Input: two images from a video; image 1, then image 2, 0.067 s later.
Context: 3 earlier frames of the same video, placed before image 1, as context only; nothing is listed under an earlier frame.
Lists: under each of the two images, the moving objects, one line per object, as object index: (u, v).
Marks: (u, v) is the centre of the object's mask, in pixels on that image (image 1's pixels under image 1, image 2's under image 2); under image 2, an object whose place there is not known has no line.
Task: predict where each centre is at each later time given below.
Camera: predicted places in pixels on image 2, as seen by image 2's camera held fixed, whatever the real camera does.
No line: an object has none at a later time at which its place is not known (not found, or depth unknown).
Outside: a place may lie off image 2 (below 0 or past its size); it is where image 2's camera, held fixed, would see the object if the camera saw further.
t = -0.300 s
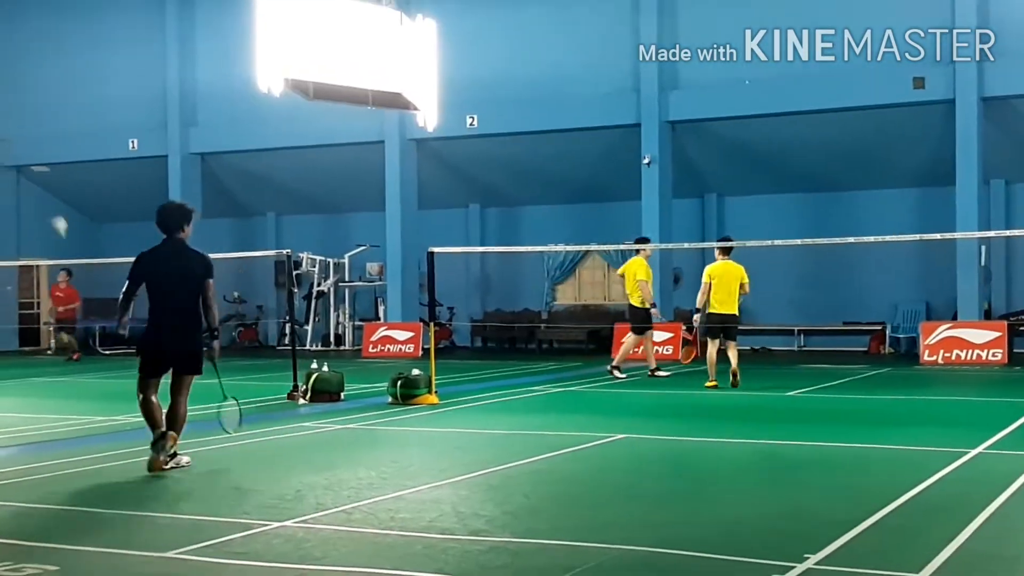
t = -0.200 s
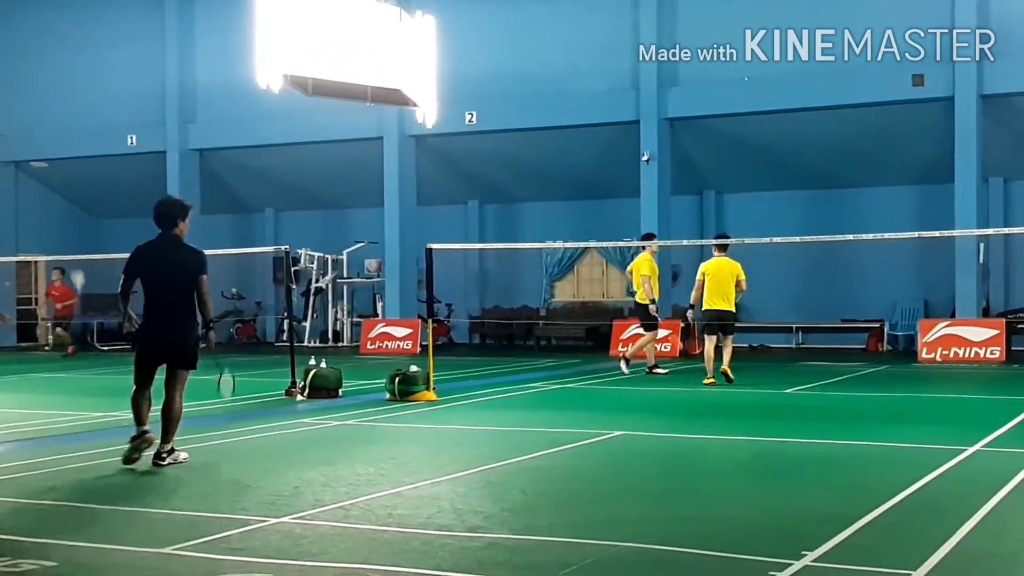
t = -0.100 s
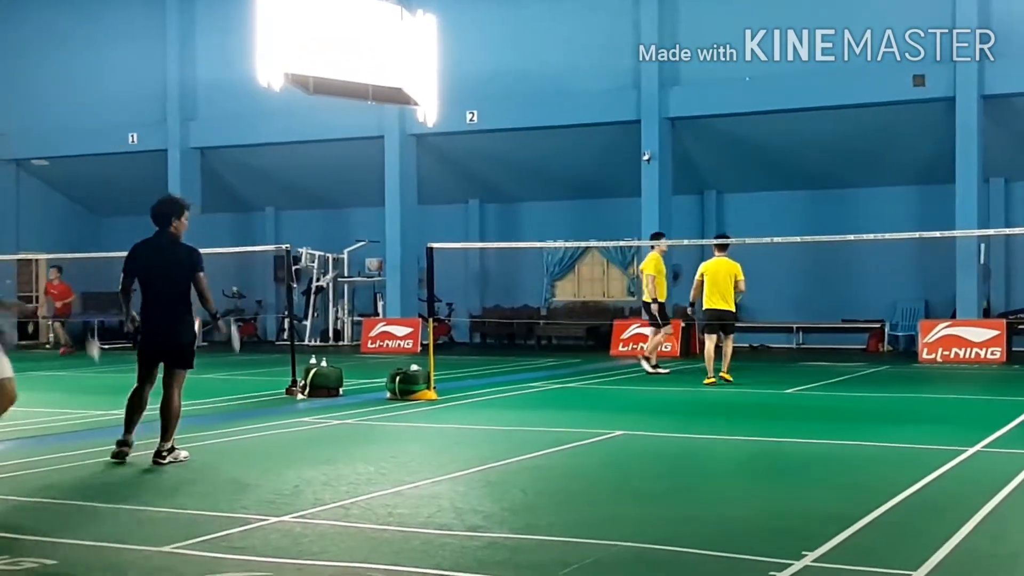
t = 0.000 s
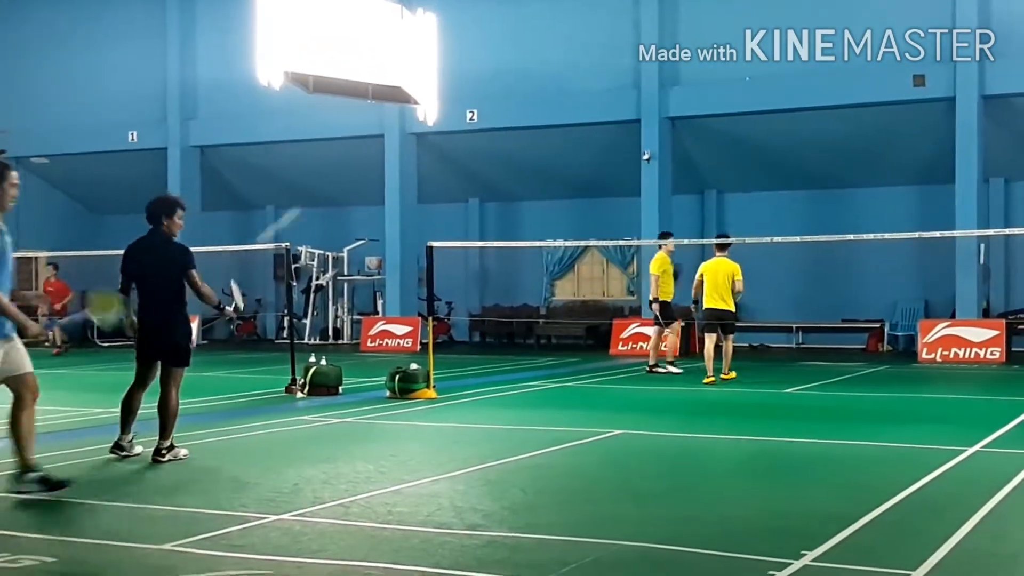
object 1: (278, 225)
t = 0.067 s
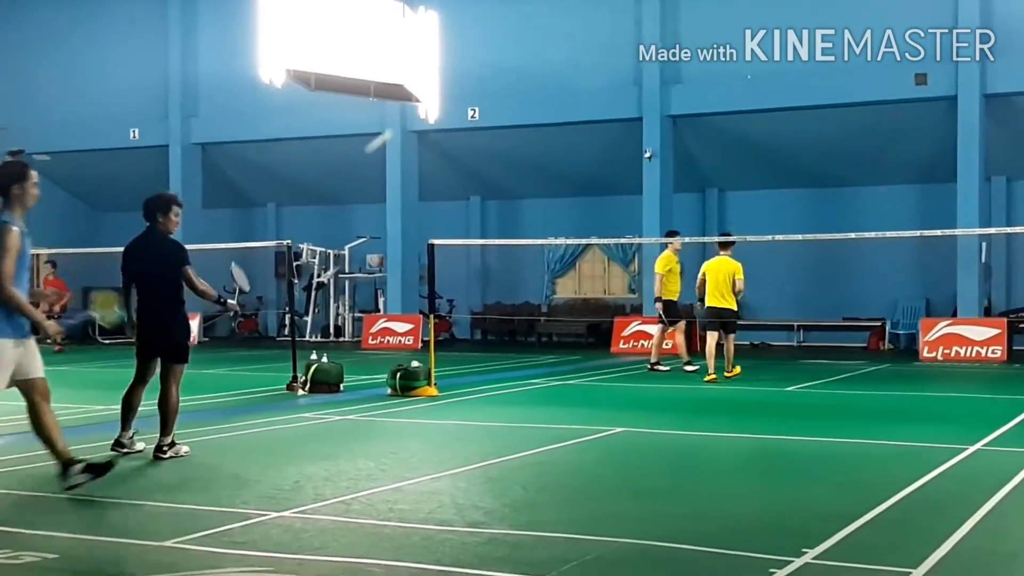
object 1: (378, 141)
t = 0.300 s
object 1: (535, 40)
